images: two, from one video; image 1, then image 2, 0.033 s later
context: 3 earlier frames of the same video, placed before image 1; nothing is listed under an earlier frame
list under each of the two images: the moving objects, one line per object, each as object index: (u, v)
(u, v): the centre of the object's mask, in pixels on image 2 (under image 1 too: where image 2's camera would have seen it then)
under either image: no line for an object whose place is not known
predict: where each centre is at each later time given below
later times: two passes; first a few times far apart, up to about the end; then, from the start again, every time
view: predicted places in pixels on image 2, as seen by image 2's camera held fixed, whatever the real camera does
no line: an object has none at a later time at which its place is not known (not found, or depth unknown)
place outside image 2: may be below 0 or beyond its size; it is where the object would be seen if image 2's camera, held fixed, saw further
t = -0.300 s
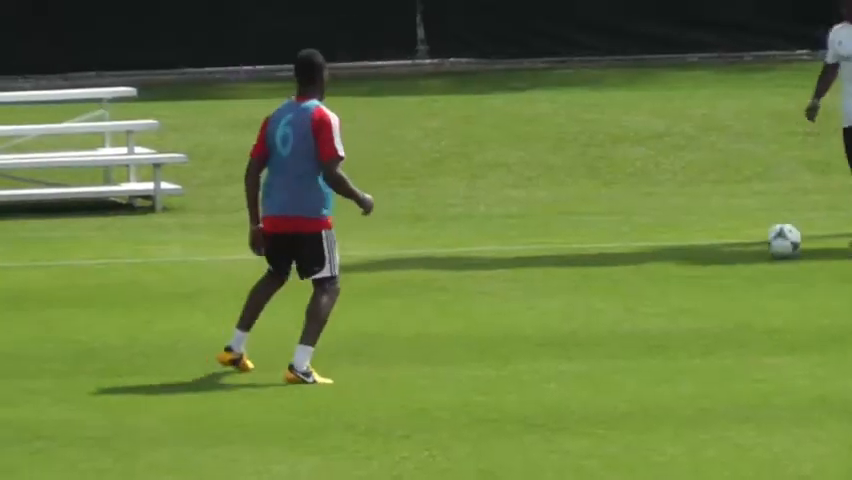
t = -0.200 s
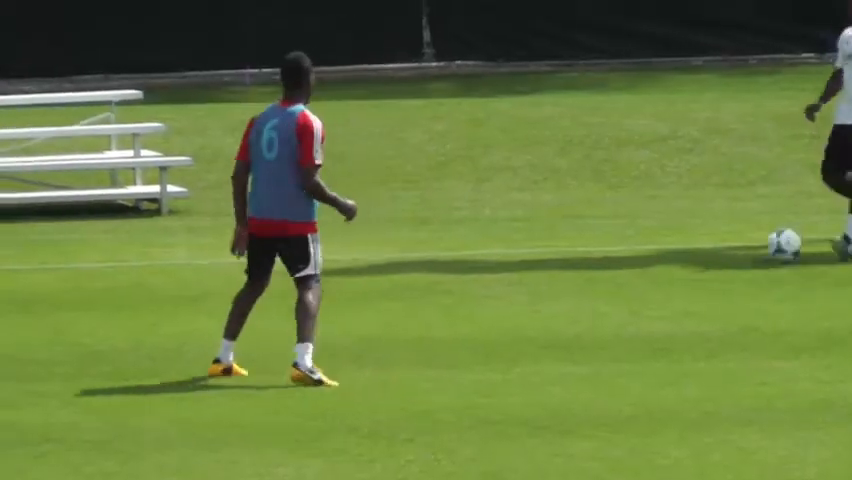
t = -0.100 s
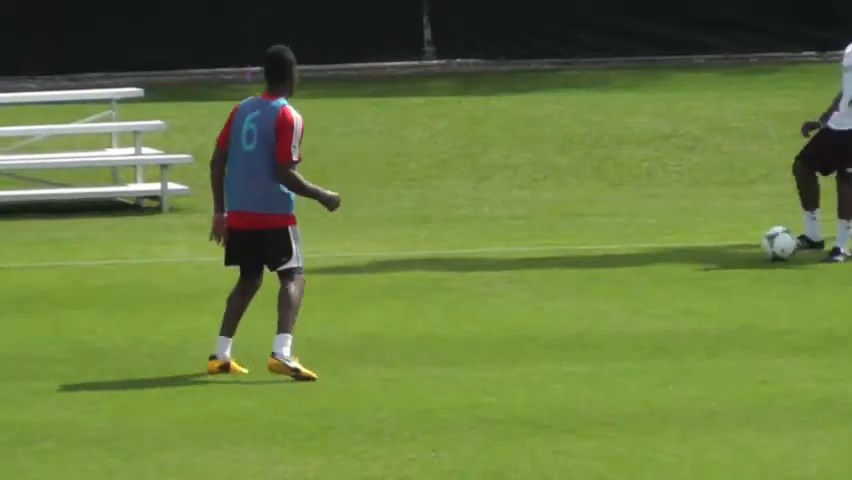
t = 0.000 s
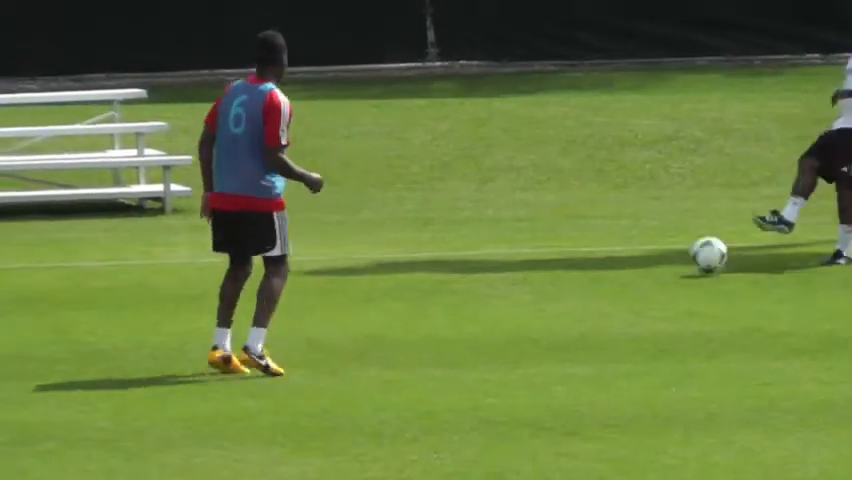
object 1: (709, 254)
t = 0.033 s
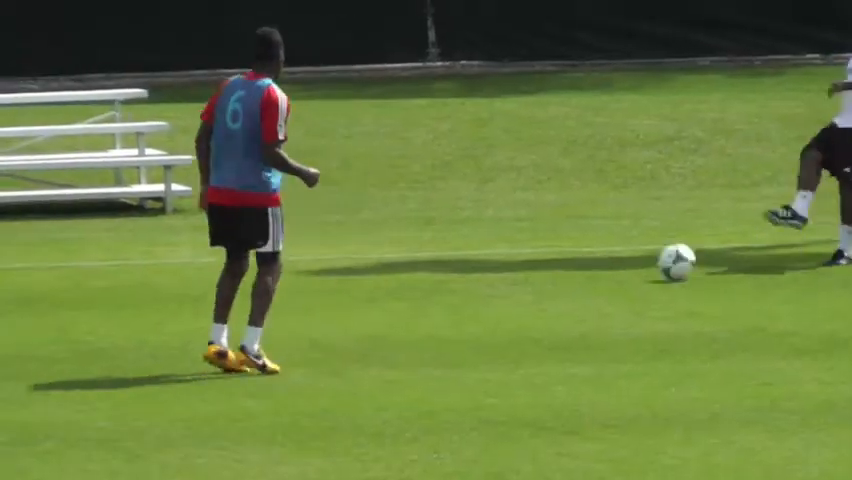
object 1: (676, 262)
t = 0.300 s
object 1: (441, 303)
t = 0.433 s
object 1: (334, 320)
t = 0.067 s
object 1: (645, 269)
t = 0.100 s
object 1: (614, 273)
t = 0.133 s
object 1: (585, 275)
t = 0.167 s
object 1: (556, 278)
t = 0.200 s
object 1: (528, 284)
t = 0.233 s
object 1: (497, 291)
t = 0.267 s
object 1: (468, 300)
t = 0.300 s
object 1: (441, 303)
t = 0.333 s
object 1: (413, 305)
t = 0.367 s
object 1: (387, 307)
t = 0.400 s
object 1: (359, 312)
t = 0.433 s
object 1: (334, 320)
